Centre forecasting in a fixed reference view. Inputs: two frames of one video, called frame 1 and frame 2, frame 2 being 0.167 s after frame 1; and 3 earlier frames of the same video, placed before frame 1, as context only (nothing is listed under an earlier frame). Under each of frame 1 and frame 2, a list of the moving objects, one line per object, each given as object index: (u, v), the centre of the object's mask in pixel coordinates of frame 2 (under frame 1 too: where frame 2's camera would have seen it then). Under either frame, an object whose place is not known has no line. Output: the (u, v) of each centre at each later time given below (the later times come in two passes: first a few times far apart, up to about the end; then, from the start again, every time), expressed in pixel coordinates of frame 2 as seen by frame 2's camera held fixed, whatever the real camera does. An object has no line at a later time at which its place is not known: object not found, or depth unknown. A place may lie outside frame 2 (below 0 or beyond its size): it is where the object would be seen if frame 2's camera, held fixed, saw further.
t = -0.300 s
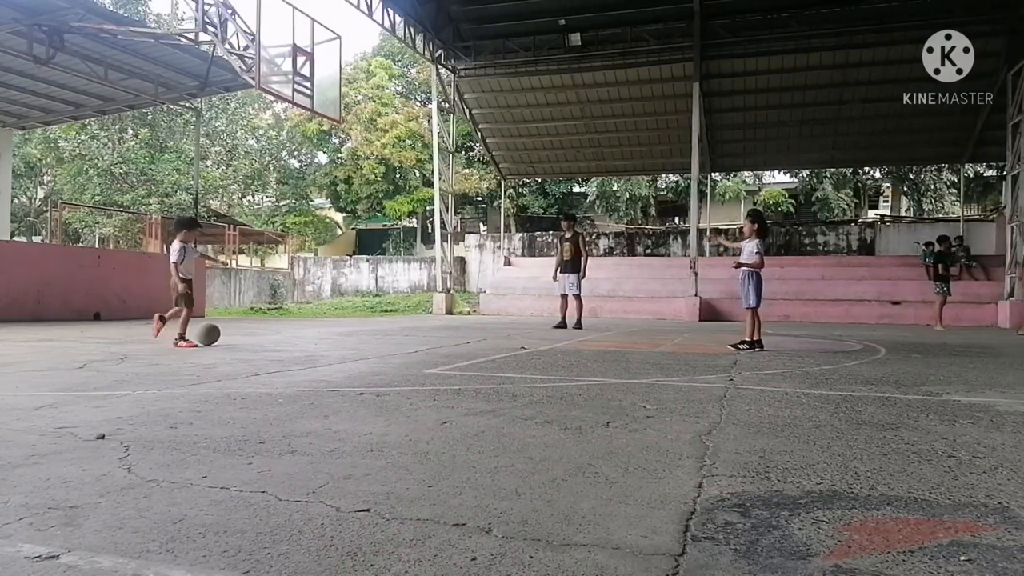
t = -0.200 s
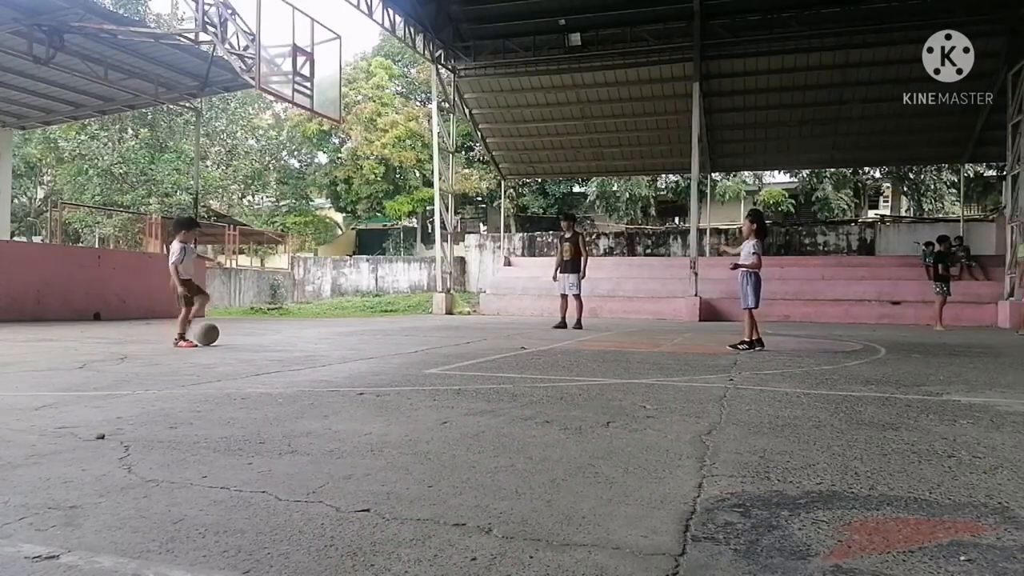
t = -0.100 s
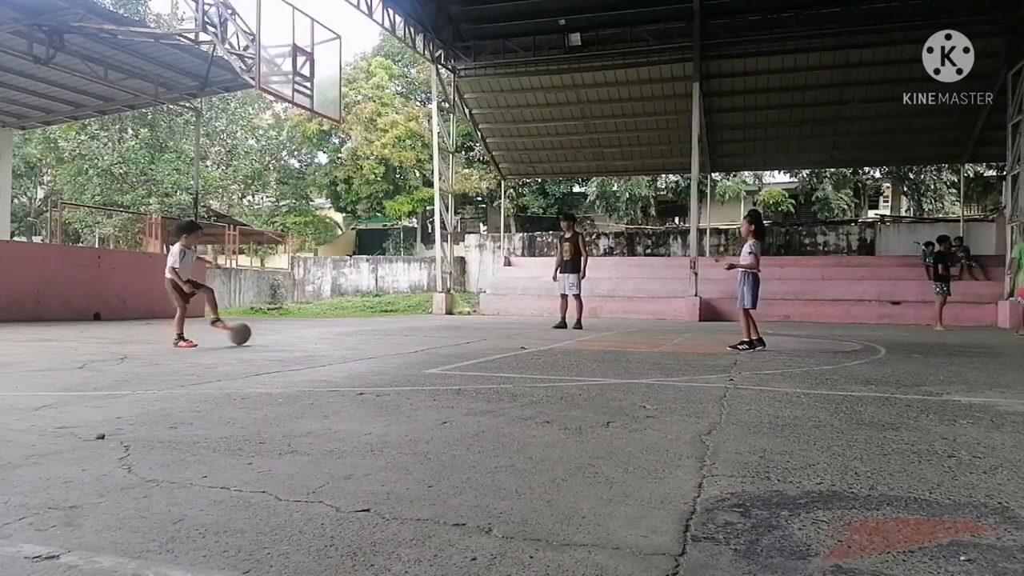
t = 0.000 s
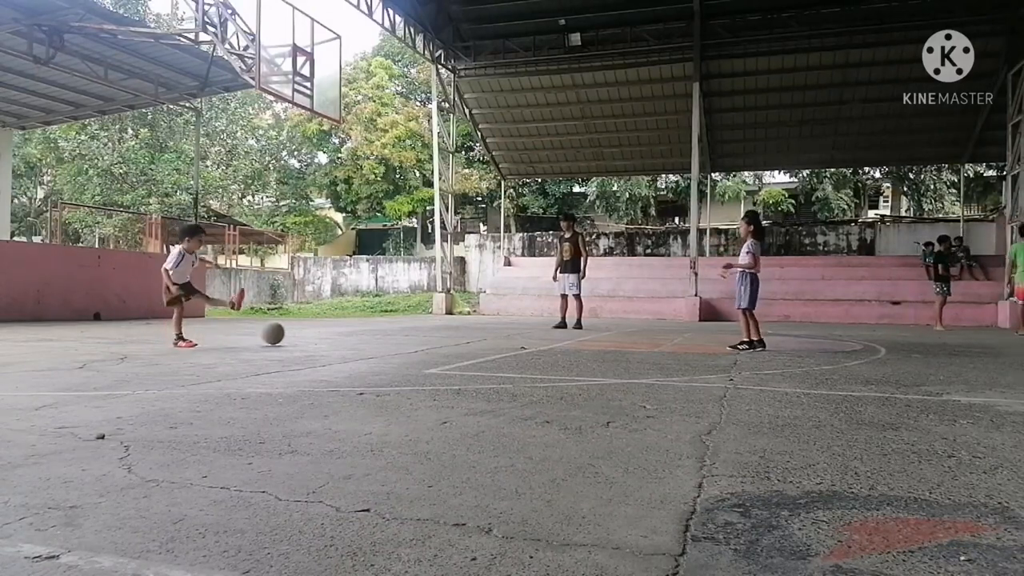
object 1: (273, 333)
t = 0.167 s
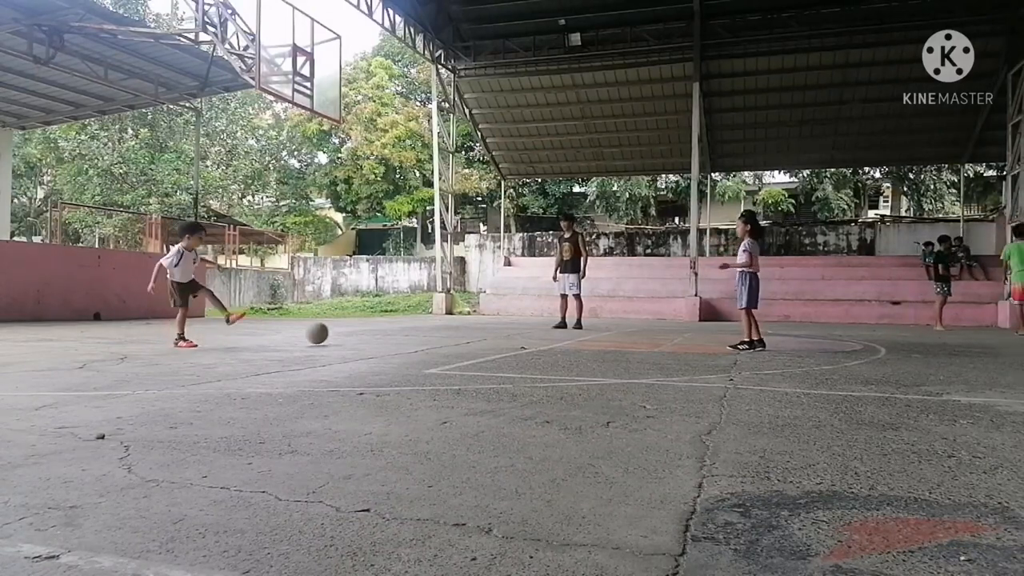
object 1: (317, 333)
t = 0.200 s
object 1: (325, 334)
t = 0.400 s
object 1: (374, 333)
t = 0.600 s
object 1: (420, 333)
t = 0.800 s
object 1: (463, 333)
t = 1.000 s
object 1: (505, 333)
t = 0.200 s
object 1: (325, 334)
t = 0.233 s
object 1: (334, 334)
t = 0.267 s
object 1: (342, 334)
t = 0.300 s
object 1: (350, 334)
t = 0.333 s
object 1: (358, 334)
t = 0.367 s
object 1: (366, 334)
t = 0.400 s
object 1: (374, 333)
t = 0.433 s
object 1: (382, 333)
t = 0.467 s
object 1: (390, 334)
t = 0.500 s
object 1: (397, 334)
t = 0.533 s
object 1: (405, 334)
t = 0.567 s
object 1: (413, 334)
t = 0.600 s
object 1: (420, 333)
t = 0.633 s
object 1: (428, 333)
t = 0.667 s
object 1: (435, 334)
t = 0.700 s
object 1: (442, 333)
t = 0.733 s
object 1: (450, 333)
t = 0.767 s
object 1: (456, 333)
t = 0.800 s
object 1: (463, 333)
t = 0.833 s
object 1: (470, 333)
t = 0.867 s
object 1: (477, 333)
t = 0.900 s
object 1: (484, 332)
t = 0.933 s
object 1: (491, 333)
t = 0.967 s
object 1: (498, 333)
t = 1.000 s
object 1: (505, 333)
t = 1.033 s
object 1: (512, 333)
